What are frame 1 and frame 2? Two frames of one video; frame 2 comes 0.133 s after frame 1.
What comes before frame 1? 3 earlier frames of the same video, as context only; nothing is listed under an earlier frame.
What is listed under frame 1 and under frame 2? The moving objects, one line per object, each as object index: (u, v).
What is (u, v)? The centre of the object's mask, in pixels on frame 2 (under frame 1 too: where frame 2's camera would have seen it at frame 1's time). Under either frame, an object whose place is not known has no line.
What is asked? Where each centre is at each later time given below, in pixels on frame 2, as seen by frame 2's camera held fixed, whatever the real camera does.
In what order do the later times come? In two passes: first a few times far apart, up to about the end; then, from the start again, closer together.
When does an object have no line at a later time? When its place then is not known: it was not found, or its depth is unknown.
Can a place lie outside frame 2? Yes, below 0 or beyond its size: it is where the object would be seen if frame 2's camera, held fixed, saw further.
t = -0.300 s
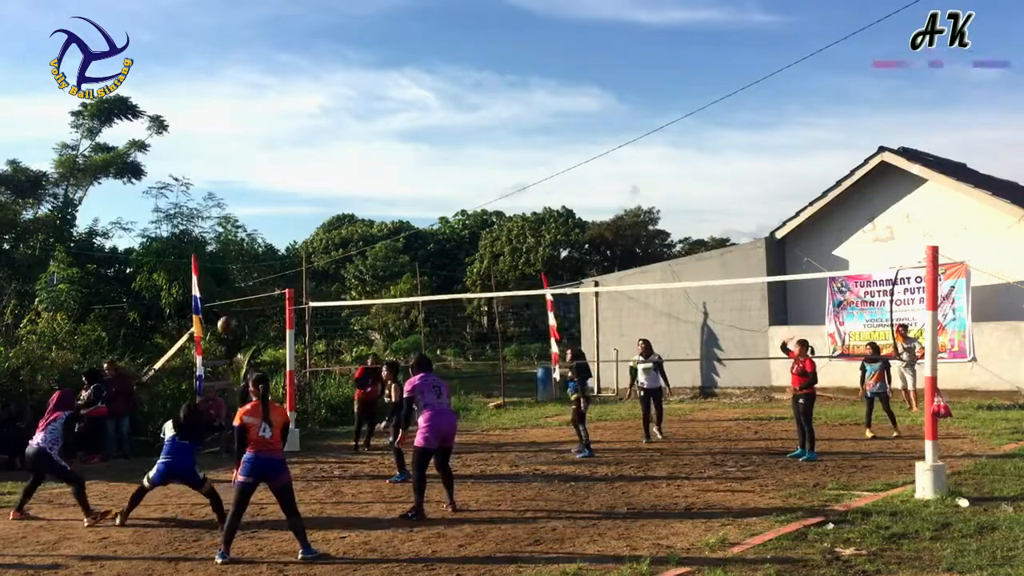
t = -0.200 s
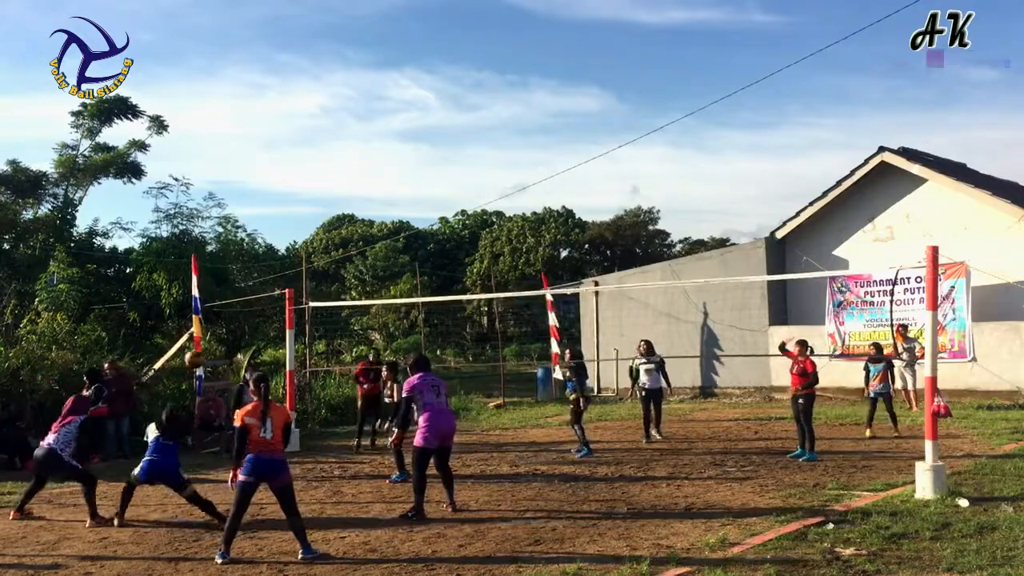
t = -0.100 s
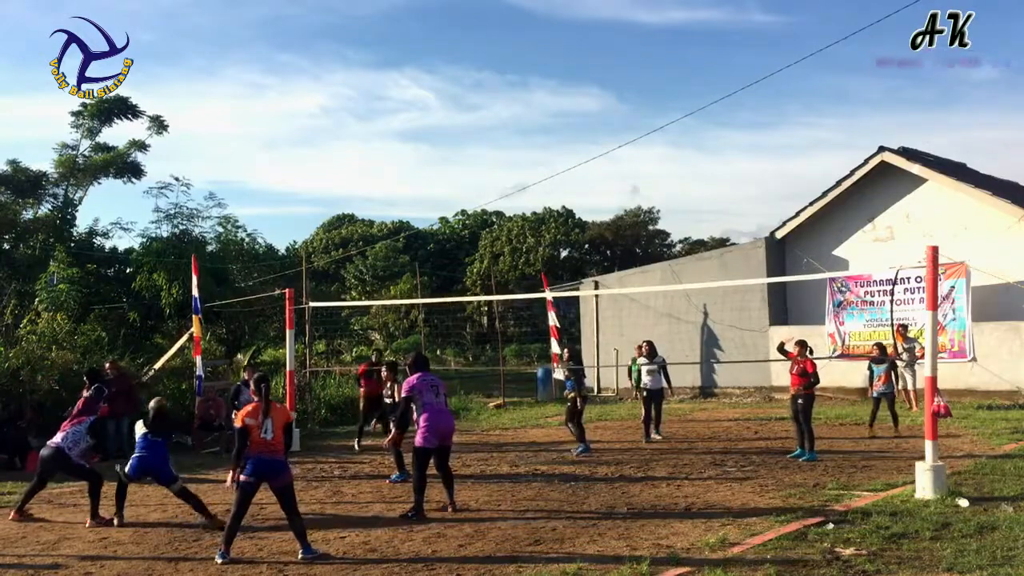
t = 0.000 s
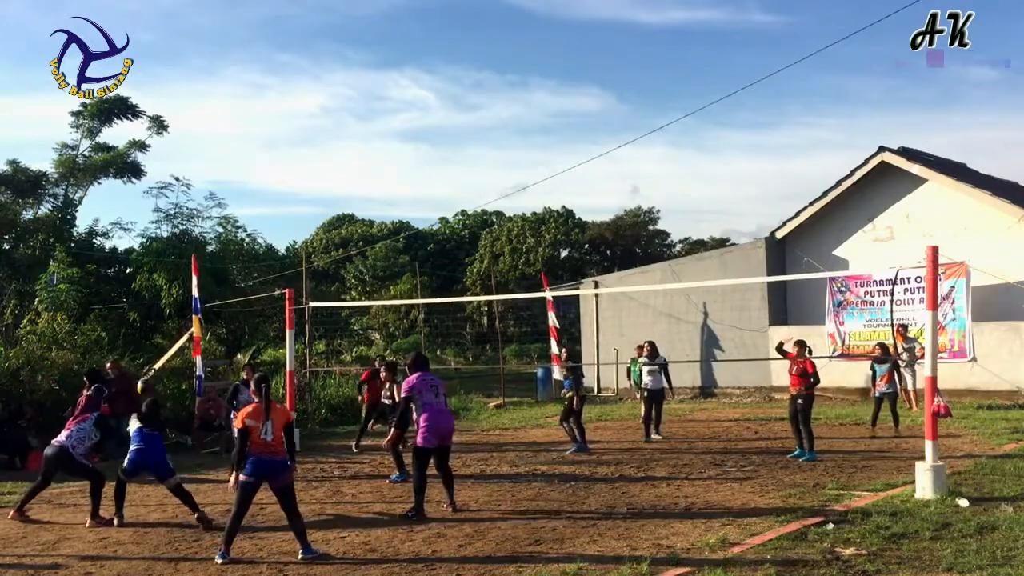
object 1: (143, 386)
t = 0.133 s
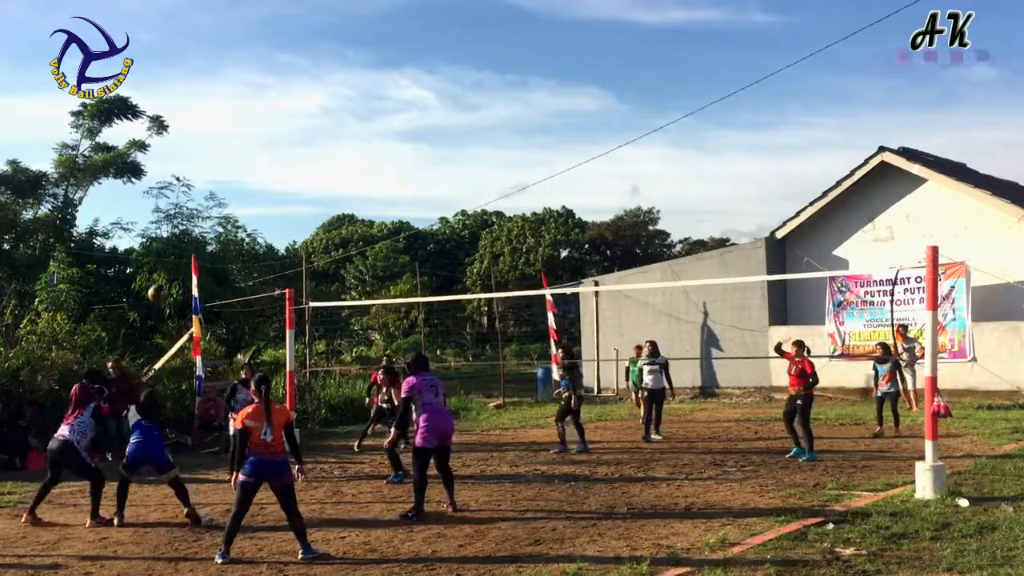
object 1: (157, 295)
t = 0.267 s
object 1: (169, 217)
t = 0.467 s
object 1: (186, 131)
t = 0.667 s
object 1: (204, 80)
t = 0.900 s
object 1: (225, 65)
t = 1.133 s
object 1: (248, 102)
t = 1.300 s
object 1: (265, 161)
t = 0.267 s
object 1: (169, 217)
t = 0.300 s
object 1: (172, 200)
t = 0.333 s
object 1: (176, 184)
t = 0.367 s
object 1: (178, 170)
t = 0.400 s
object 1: (181, 155)
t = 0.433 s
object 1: (183, 143)
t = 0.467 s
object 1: (186, 131)
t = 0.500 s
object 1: (189, 120)
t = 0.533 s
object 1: (192, 110)
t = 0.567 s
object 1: (195, 101)
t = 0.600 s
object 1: (198, 93)
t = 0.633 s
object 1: (201, 86)
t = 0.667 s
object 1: (204, 80)
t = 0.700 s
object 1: (206, 75)
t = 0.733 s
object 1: (209, 71)
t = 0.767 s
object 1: (213, 68)
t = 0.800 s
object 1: (215, 65)
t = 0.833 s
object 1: (218, 64)
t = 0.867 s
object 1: (221, 64)
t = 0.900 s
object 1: (225, 65)
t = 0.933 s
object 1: (228, 67)
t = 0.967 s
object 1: (231, 70)
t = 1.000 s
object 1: (234, 75)
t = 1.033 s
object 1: (238, 80)
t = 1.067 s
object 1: (241, 86)
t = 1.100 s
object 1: (244, 94)
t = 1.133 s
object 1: (248, 102)
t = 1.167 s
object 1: (251, 112)
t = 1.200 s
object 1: (254, 122)
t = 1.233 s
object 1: (258, 134)
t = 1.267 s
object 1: (262, 147)
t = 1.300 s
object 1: (265, 161)
